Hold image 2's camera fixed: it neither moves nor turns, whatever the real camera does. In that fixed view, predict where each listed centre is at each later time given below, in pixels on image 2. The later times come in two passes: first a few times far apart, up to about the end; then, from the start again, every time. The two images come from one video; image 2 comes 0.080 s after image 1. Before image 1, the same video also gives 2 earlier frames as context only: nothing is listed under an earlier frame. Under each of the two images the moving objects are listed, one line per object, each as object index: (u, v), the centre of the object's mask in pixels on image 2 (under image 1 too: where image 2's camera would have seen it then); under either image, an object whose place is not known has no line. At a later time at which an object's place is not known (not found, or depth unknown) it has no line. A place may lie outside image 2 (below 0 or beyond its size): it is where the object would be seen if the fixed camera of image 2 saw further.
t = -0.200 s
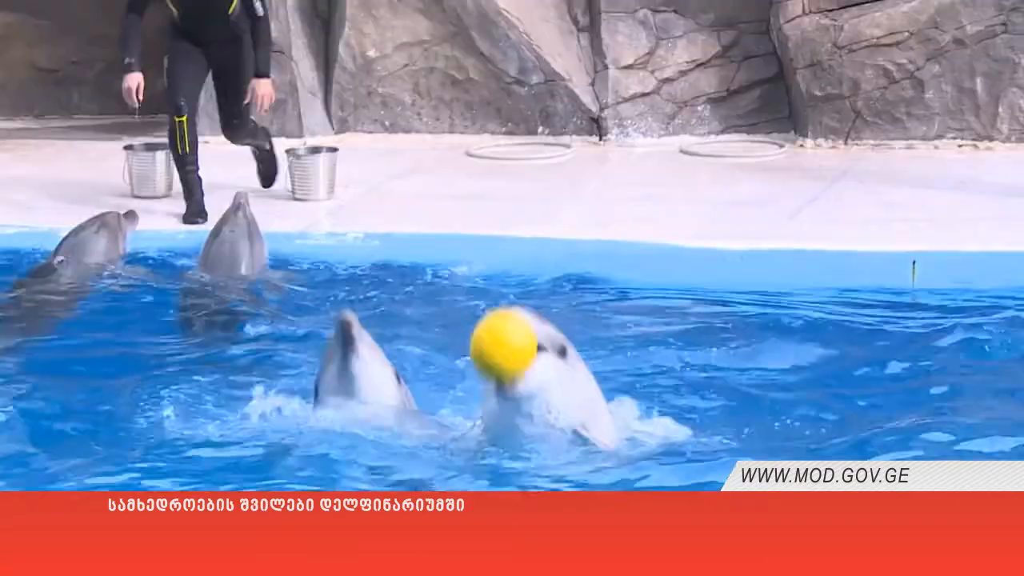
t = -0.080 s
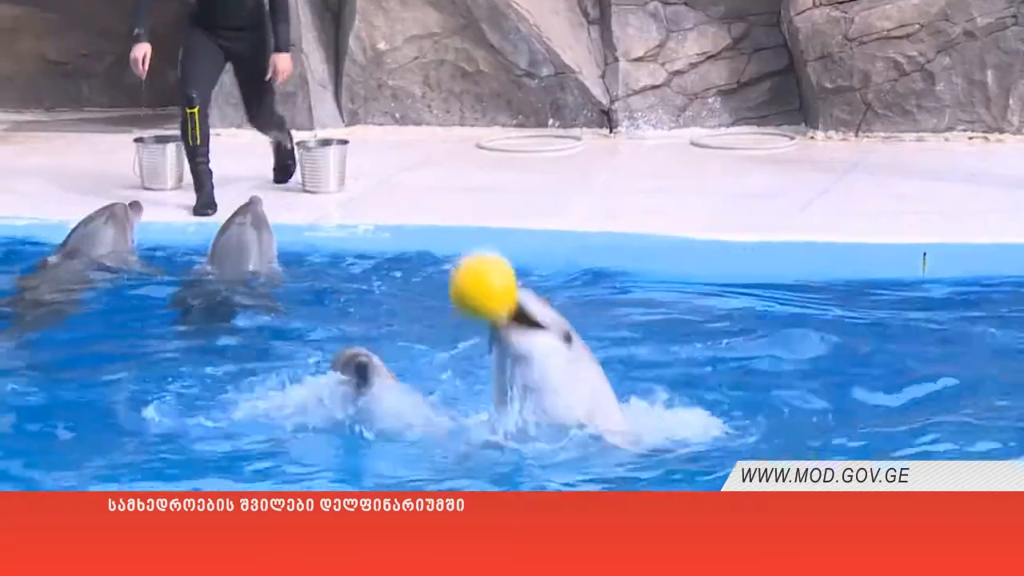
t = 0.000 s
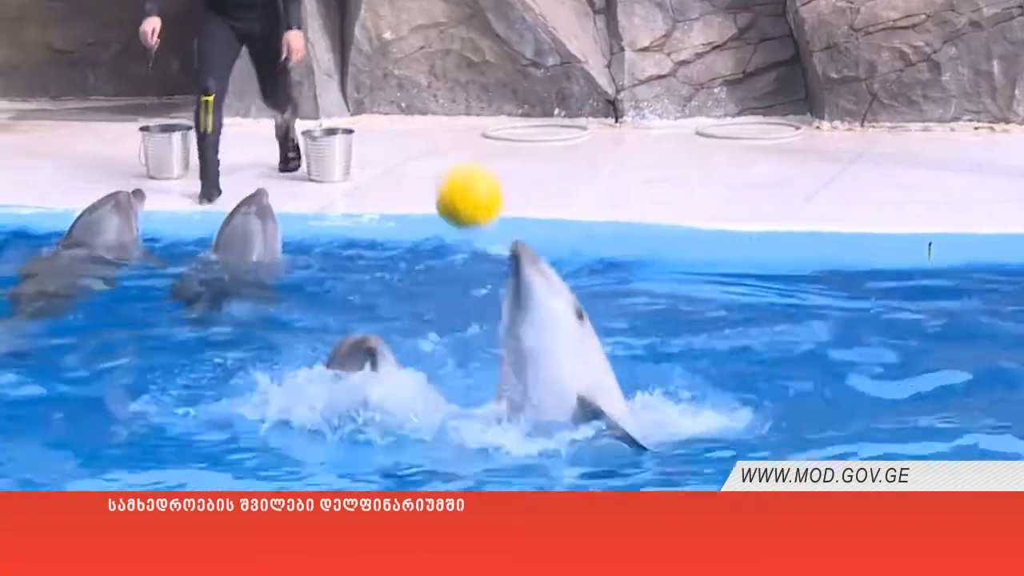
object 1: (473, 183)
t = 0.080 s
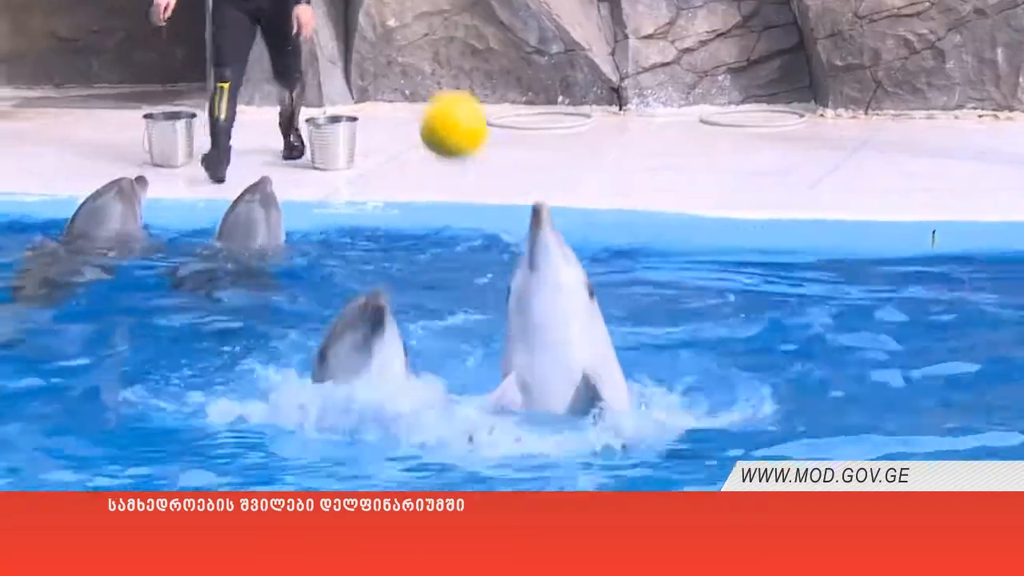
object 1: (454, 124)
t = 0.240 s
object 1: (418, 59)
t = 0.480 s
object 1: (366, 101)
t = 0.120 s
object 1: (444, 101)
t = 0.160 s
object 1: (436, 83)
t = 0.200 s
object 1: (426, 70)
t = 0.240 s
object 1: (418, 59)
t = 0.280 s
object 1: (409, 54)
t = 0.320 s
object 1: (400, 53)
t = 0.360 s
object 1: (391, 58)
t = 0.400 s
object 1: (383, 67)
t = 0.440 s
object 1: (374, 82)
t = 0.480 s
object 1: (366, 101)
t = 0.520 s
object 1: (357, 126)
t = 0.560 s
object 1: (349, 156)
